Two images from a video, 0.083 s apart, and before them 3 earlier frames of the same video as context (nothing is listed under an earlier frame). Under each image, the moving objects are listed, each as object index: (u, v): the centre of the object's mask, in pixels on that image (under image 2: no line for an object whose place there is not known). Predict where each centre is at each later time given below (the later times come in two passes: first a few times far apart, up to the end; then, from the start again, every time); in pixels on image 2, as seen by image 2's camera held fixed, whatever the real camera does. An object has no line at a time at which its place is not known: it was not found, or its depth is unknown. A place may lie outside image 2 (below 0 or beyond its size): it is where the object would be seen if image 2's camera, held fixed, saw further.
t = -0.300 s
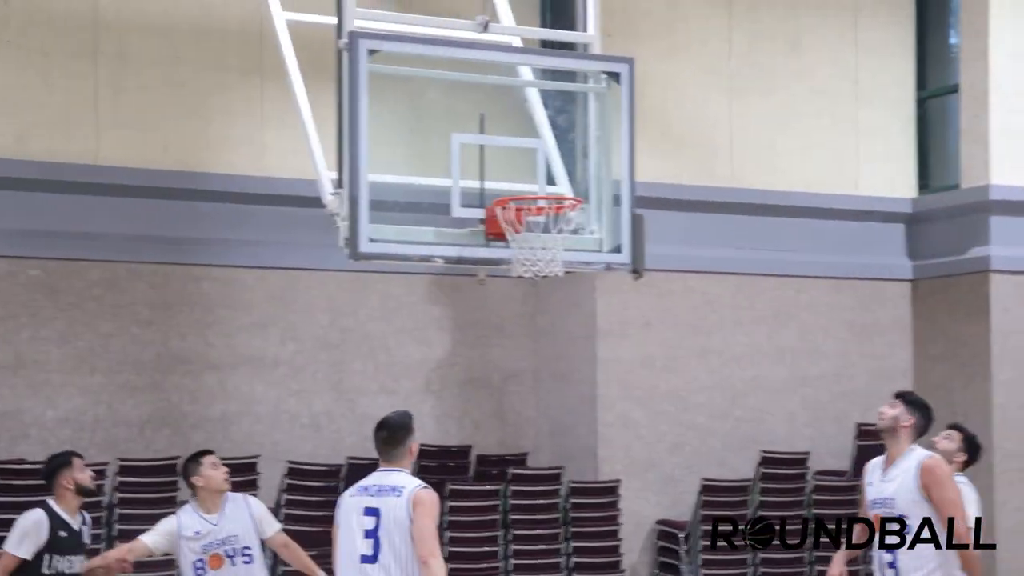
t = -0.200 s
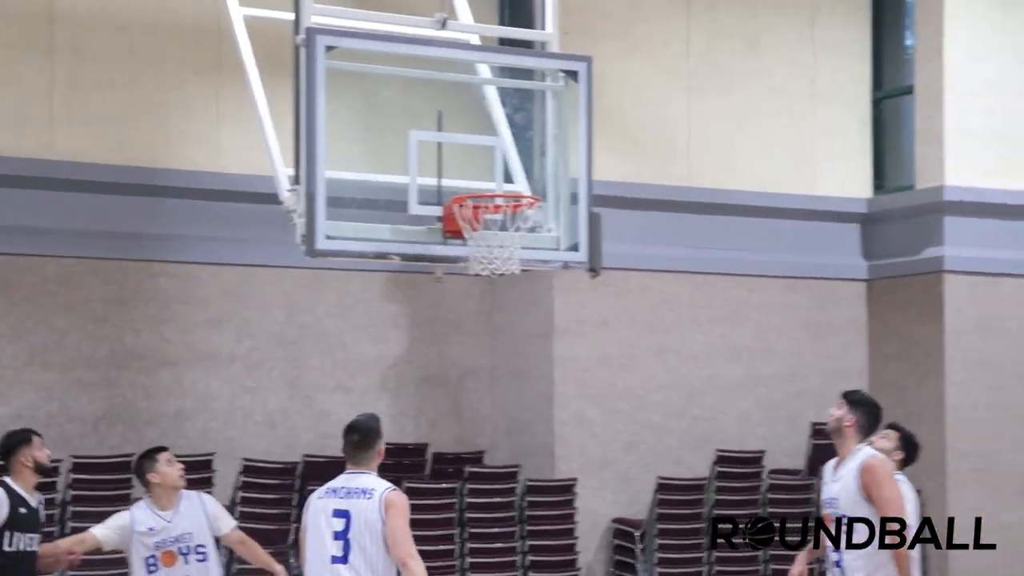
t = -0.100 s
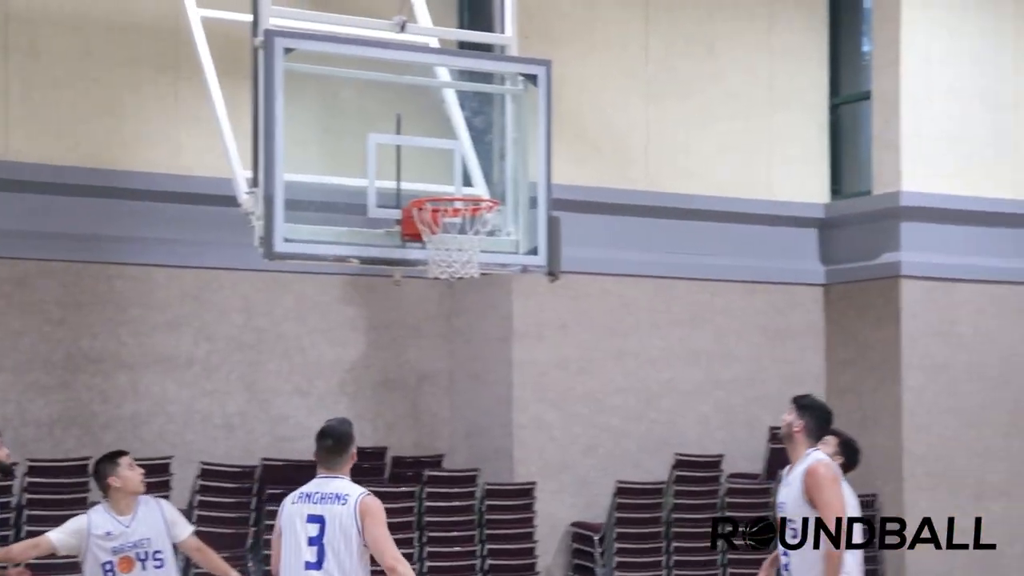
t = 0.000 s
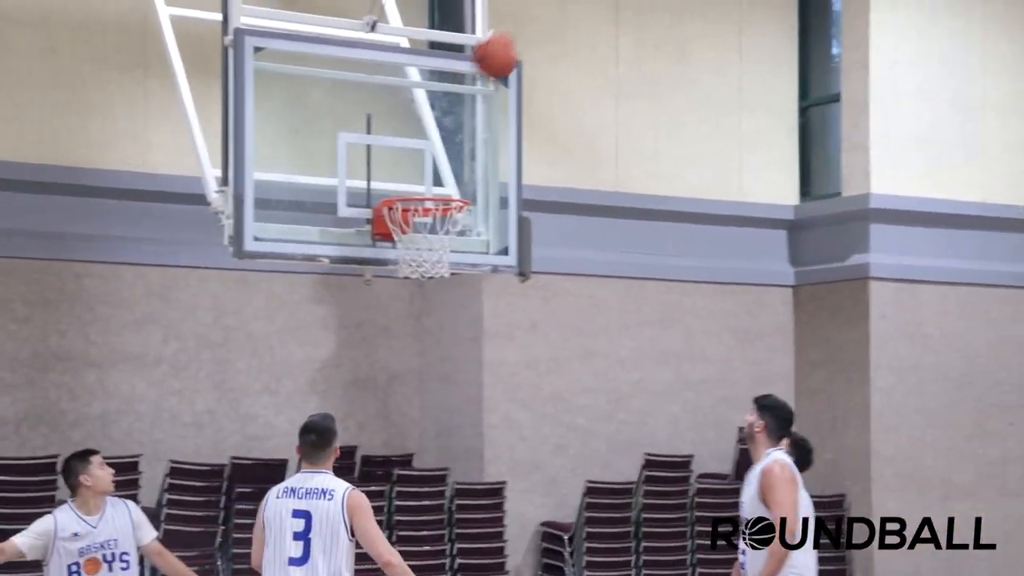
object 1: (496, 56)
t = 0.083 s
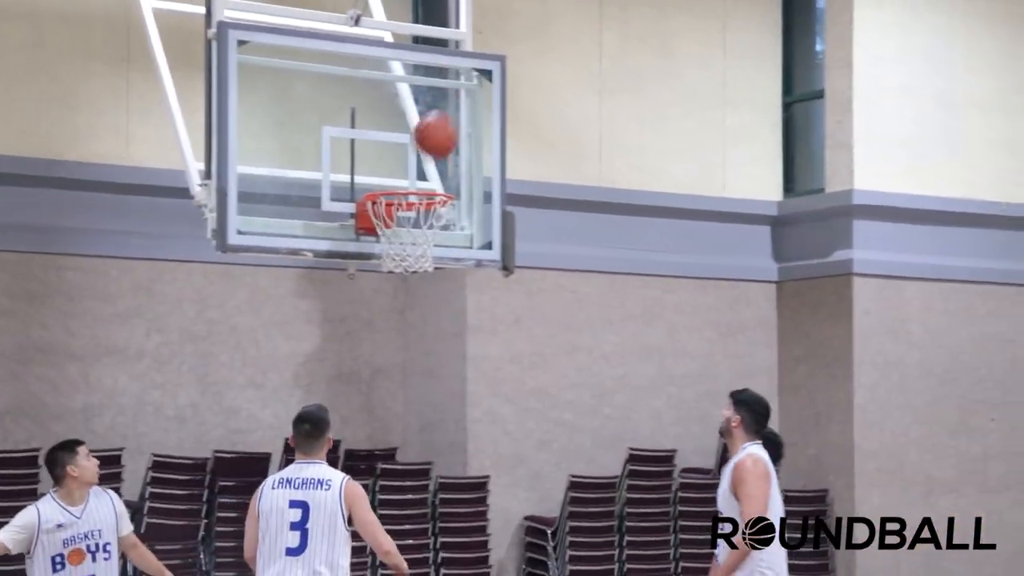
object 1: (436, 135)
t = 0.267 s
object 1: (417, 214)
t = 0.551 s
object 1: (417, 264)
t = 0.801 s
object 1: (387, 390)
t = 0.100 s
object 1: (427, 154)
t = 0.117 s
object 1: (419, 172)
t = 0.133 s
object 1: (413, 178)
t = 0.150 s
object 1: (409, 179)
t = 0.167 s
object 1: (405, 190)
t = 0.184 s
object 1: (402, 198)
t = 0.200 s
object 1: (397, 210)
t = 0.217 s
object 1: (401, 207)
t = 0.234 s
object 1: (406, 211)
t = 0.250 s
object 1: (412, 215)
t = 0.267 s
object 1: (417, 214)
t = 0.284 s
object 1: (422, 215)
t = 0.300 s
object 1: (429, 216)
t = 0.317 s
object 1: (433, 218)
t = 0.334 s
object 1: (434, 221)
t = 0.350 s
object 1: (435, 223)
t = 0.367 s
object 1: (435, 226)
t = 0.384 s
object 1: (434, 227)
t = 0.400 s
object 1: (434, 228)
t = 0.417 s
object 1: (433, 229)
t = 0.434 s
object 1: (431, 232)
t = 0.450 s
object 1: (428, 234)
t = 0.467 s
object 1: (427, 251)
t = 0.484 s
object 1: (425, 253)
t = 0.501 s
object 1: (423, 255)
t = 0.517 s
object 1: (421, 257)
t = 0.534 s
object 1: (419, 260)
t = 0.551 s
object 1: (417, 264)
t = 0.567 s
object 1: (415, 268)
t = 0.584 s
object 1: (413, 272)
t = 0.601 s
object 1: (411, 277)
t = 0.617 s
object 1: (409, 283)
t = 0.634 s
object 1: (407, 289)
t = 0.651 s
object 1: (405, 296)
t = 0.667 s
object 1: (403, 305)
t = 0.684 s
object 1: (401, 314)
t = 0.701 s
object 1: (399, 323)
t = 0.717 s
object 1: (397, 333)
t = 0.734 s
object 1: (395, 343)
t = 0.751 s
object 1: (393, 354)
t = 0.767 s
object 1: (390, 365)
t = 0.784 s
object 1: (389, 378)
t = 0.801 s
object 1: (387, 390)
